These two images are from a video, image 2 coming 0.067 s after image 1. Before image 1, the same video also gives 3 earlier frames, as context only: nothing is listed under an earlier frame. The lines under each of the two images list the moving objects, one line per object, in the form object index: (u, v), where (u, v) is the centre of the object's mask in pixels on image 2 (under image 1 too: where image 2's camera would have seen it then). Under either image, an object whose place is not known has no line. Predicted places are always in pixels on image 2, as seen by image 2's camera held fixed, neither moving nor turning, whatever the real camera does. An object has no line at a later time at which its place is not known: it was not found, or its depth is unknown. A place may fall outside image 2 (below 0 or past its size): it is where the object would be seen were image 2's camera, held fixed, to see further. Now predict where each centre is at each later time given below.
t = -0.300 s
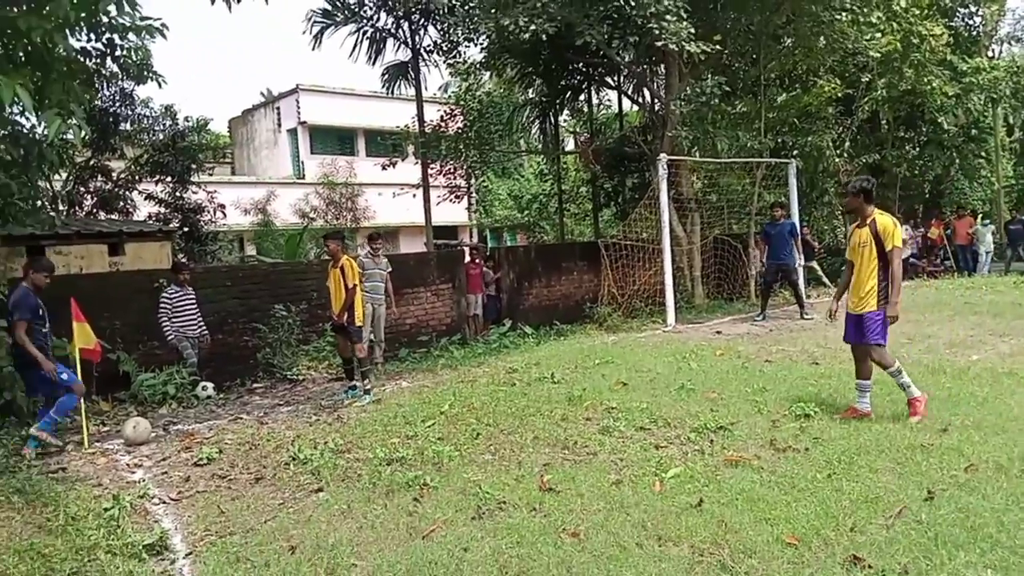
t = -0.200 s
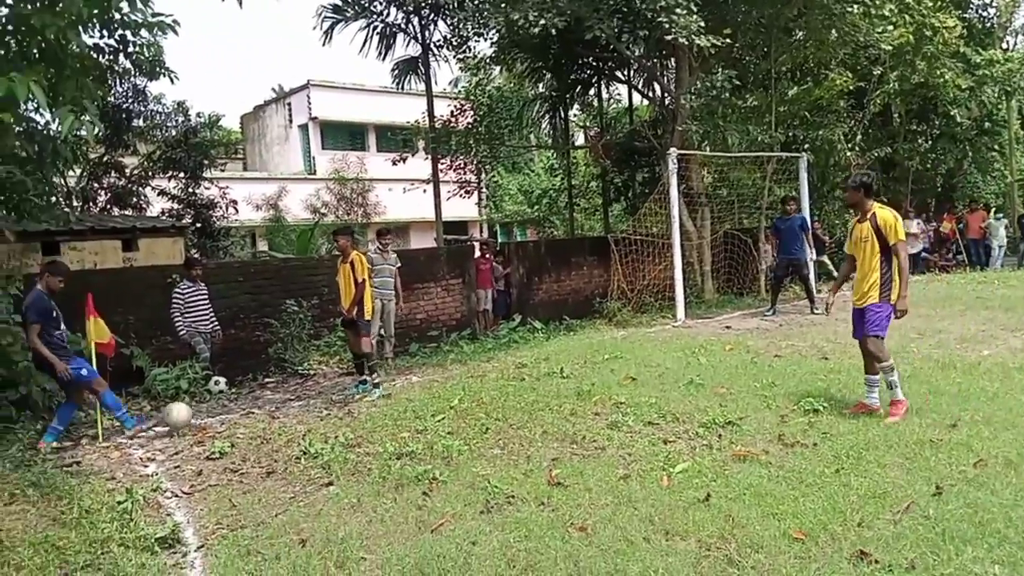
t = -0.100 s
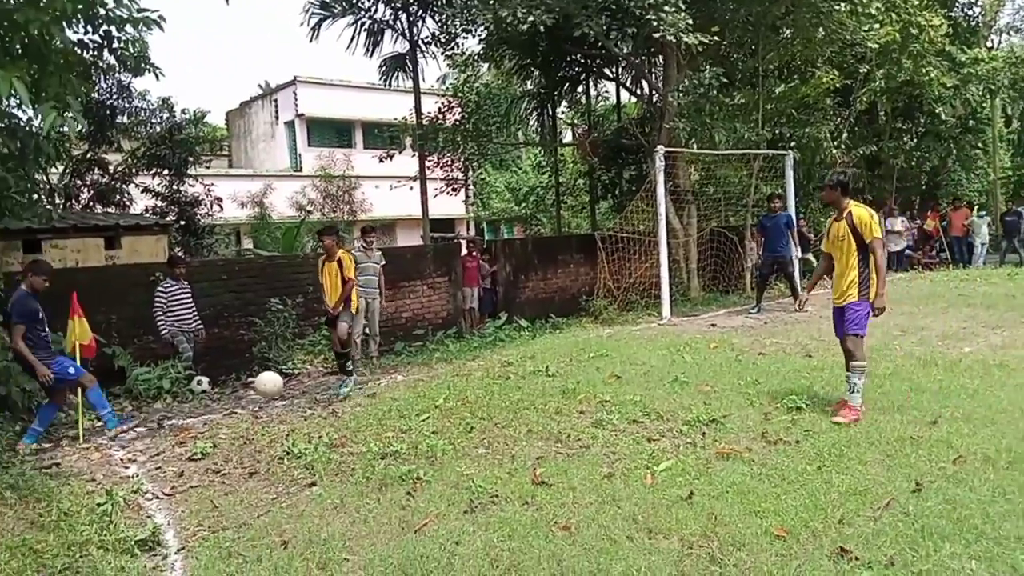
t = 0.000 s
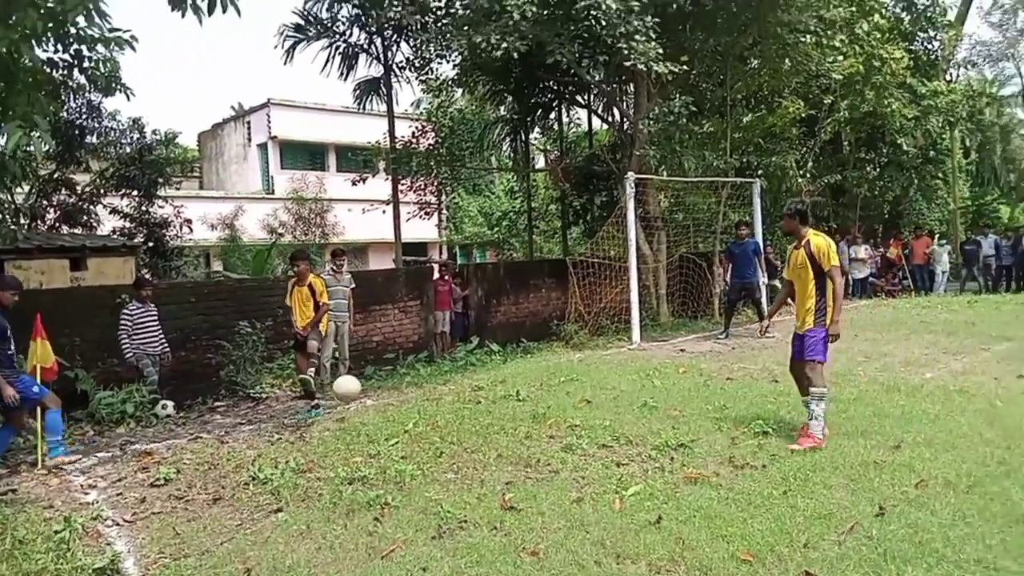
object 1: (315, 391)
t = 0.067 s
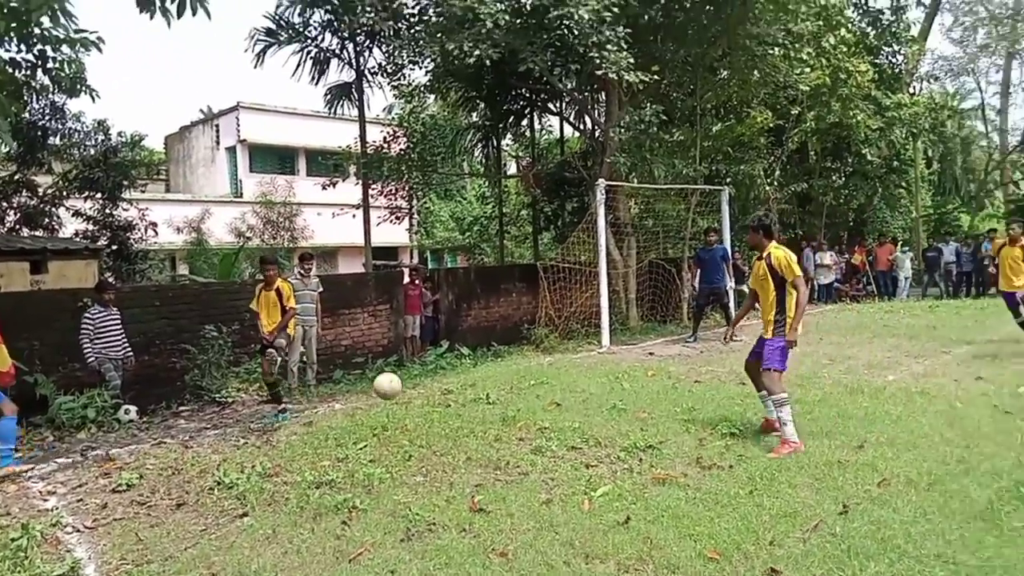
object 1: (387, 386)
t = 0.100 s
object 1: (423, 385)
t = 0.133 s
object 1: (459, 386)
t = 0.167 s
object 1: (494, 387)
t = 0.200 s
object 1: (529, 390)
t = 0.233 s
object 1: (564, 394)
